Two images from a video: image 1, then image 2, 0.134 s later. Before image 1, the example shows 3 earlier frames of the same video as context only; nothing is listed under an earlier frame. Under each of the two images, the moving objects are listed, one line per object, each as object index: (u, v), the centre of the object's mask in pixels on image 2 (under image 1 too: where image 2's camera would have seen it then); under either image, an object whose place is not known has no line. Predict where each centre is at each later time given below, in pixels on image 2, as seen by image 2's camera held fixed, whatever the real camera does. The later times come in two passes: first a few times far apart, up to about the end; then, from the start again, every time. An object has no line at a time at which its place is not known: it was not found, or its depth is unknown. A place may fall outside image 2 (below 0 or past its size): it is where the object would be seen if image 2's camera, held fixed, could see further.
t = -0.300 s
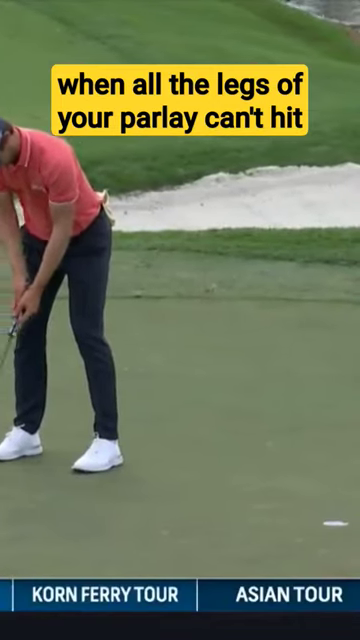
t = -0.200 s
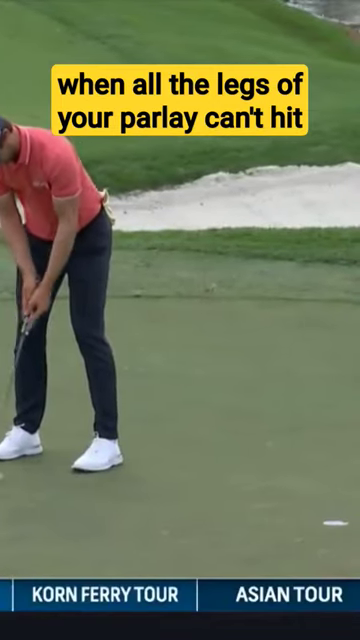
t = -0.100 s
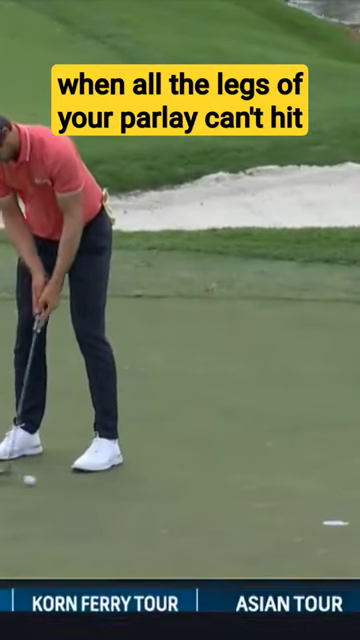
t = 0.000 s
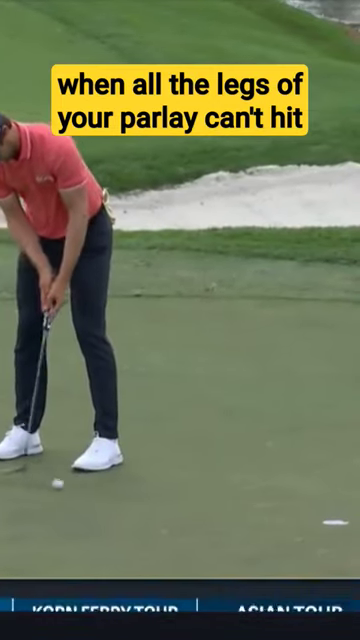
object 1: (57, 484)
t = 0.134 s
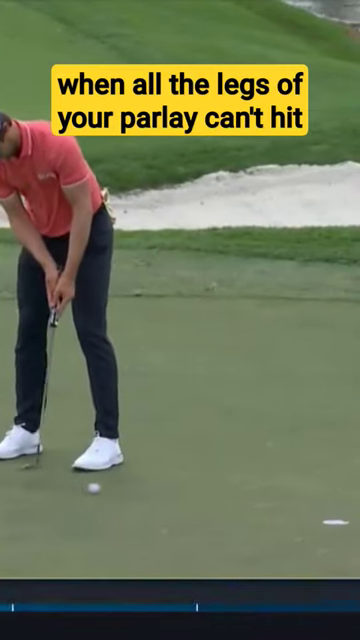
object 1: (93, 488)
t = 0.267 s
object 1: (128, 492)
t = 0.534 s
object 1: (193, 500)
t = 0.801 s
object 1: (257, 505)
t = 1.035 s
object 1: (306, 509)
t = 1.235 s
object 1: (345, 513)
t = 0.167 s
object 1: (102, 489)
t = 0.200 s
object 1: (111, 491)
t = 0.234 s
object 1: (120, 491)
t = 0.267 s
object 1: (128, 492)
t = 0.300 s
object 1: (137, 493)
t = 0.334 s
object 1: (145, 494)
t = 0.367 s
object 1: (153, 495)
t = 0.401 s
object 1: (161, 496)
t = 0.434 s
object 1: (169, 497)
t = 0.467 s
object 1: (178, 498)
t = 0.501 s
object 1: (186, 498)
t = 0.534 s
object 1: (193, 500)
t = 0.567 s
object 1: (202, 501)
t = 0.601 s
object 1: (210, 501)
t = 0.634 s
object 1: (218, 502)
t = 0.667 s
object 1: (226, 503)
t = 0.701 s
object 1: (234, 503)
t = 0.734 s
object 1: (241, 504)
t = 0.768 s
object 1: (249, 505)
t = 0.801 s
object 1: (257, 505)
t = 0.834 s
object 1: (264, 506)
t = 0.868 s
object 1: (272, 507)
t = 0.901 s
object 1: (278, 508)
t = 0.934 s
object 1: (285, 508)
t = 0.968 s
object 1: (292, 509)
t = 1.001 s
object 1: (299, 509)
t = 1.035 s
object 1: (306, 509)
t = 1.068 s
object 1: (313, 510)
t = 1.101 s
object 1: (320, 511)
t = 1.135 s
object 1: (326, 512)
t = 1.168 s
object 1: (332, 513)
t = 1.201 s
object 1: (339, 513)
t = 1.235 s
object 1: (345, 513)
